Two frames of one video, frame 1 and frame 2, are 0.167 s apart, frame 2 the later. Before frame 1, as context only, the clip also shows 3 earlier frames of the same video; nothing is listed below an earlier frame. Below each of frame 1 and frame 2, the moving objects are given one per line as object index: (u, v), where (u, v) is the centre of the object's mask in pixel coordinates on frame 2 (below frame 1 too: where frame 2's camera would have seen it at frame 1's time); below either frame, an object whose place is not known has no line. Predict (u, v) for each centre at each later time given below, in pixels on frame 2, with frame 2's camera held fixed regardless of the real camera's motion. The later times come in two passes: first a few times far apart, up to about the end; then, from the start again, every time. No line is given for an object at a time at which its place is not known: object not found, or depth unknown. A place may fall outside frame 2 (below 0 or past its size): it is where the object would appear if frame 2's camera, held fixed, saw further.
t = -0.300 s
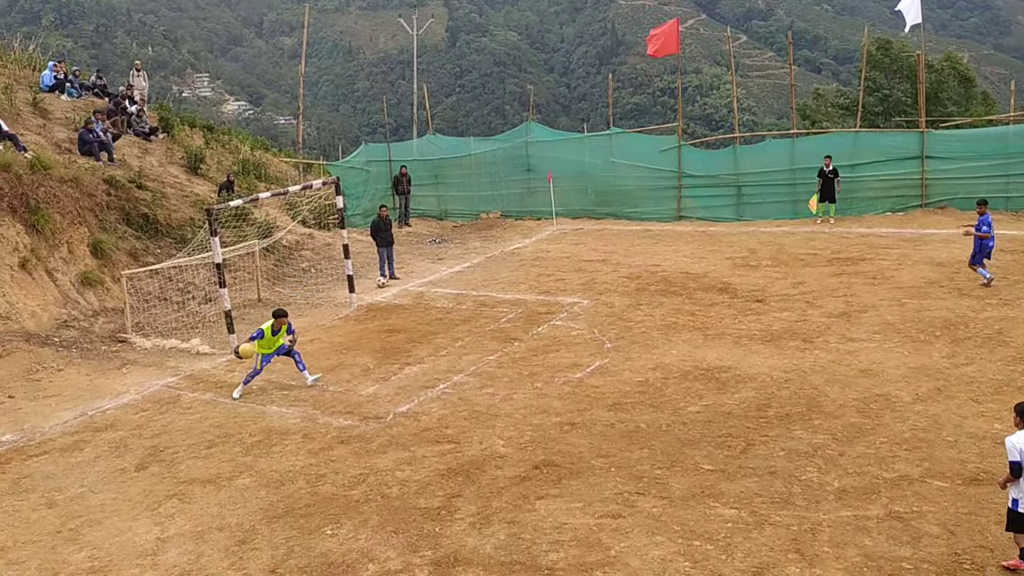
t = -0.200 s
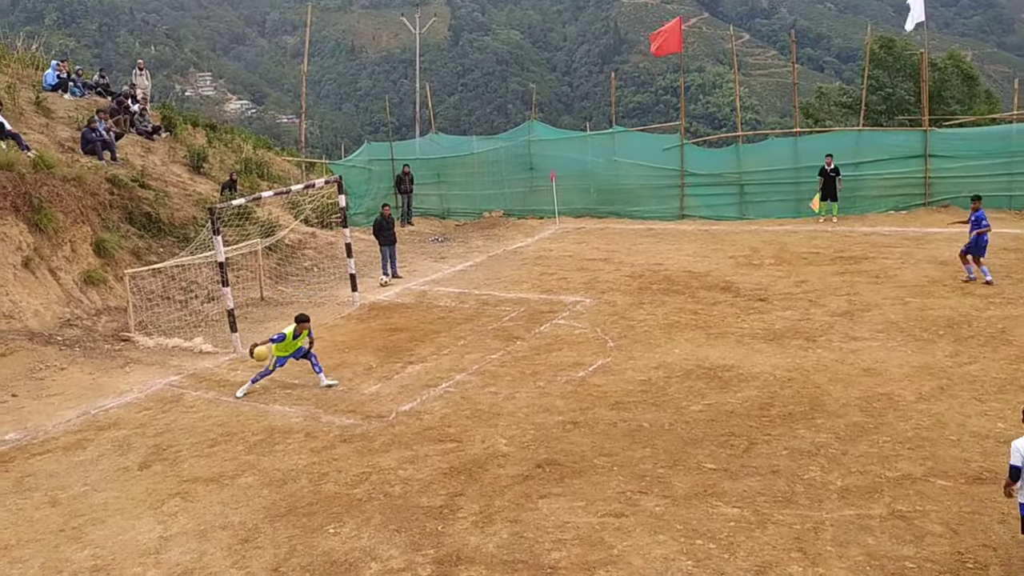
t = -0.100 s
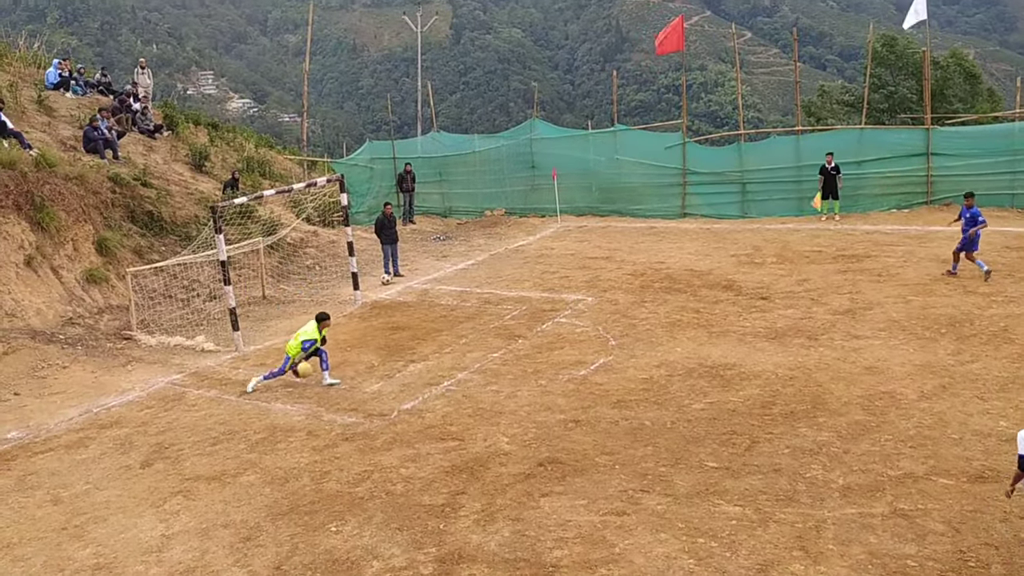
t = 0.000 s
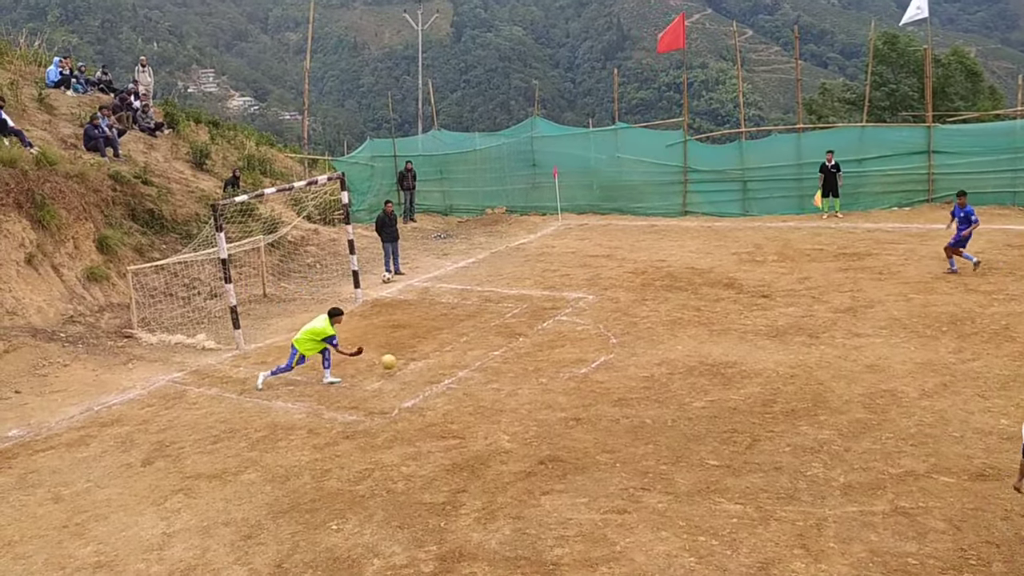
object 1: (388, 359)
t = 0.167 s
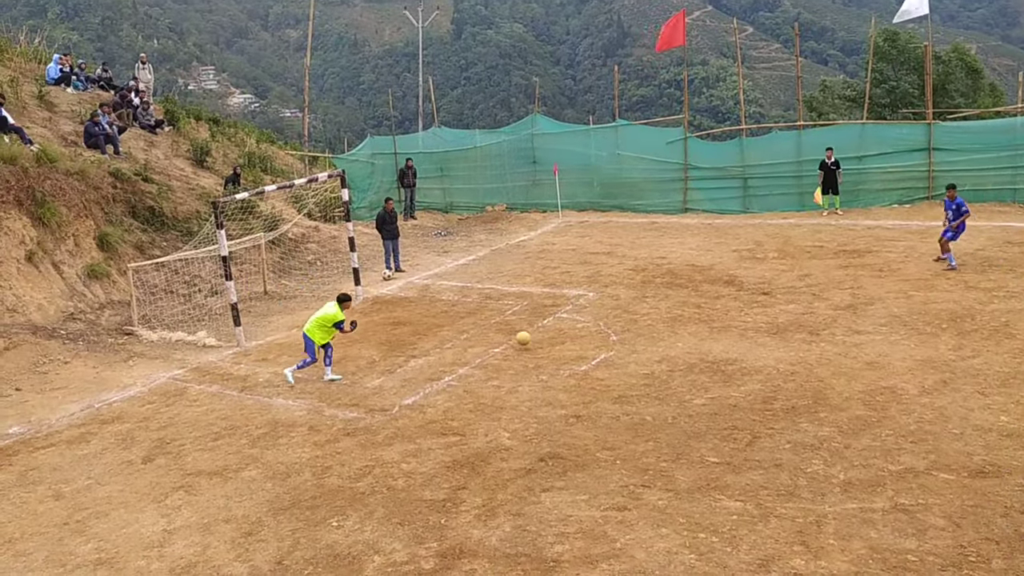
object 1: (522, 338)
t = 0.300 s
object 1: (607, 321)
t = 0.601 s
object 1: (755, 290)
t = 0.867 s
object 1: (859, 281)
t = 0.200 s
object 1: (548, 337)
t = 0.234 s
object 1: (569, 332)
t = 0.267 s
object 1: (588, 326)
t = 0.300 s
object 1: (607, 321)
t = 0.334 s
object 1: (626, 317)
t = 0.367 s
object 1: (645, 313)
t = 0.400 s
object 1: (663, 311)
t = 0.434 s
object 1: (681, 310)
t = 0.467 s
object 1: (699, 308)
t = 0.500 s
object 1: (712, 302)
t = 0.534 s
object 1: (727, 297)
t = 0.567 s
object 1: (741, 293)
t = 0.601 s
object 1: (755, 290)
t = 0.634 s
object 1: (768, 288)
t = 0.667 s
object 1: (782, 285)
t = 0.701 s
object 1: (796, 284)
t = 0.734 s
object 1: (809, 284)
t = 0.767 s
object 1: (821, 284)
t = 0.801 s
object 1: (835, 285)
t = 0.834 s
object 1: (847, 285)
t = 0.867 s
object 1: (859, 281)
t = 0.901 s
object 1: (871, 278)
